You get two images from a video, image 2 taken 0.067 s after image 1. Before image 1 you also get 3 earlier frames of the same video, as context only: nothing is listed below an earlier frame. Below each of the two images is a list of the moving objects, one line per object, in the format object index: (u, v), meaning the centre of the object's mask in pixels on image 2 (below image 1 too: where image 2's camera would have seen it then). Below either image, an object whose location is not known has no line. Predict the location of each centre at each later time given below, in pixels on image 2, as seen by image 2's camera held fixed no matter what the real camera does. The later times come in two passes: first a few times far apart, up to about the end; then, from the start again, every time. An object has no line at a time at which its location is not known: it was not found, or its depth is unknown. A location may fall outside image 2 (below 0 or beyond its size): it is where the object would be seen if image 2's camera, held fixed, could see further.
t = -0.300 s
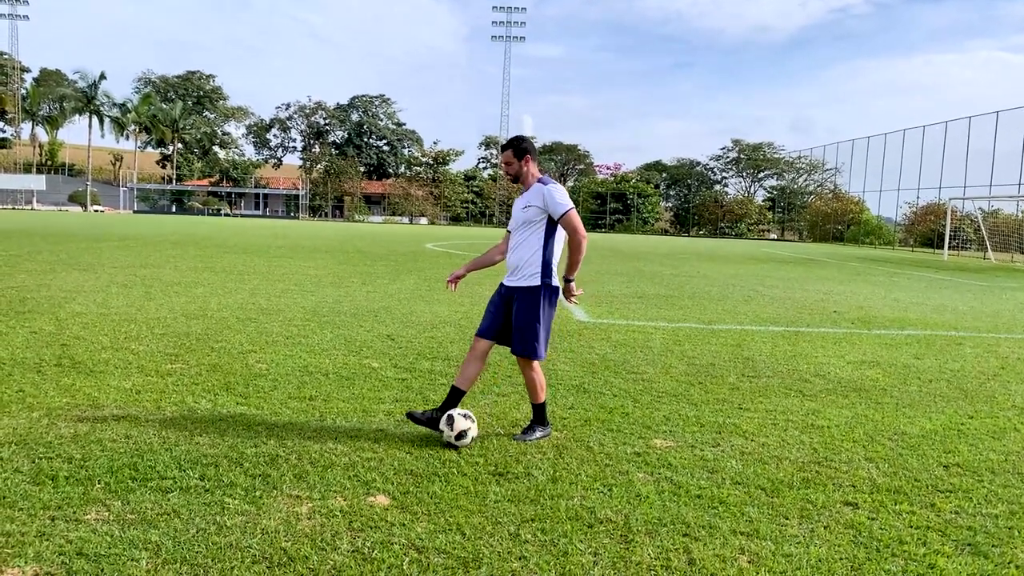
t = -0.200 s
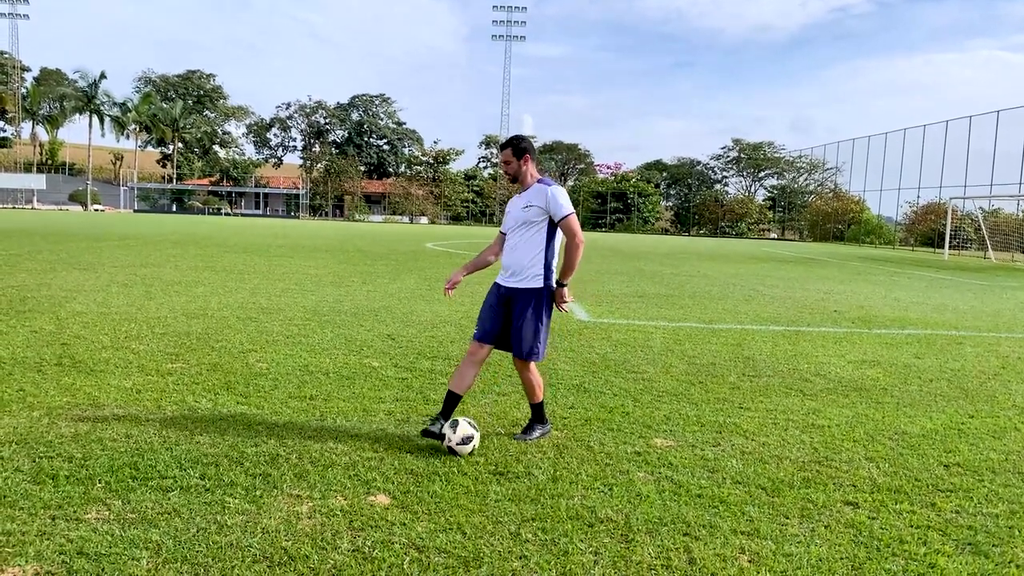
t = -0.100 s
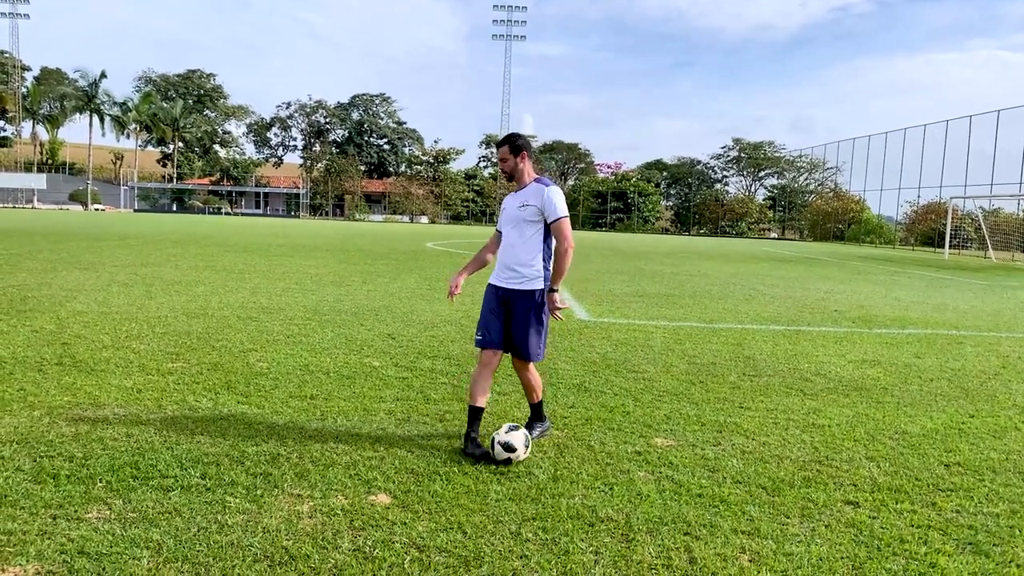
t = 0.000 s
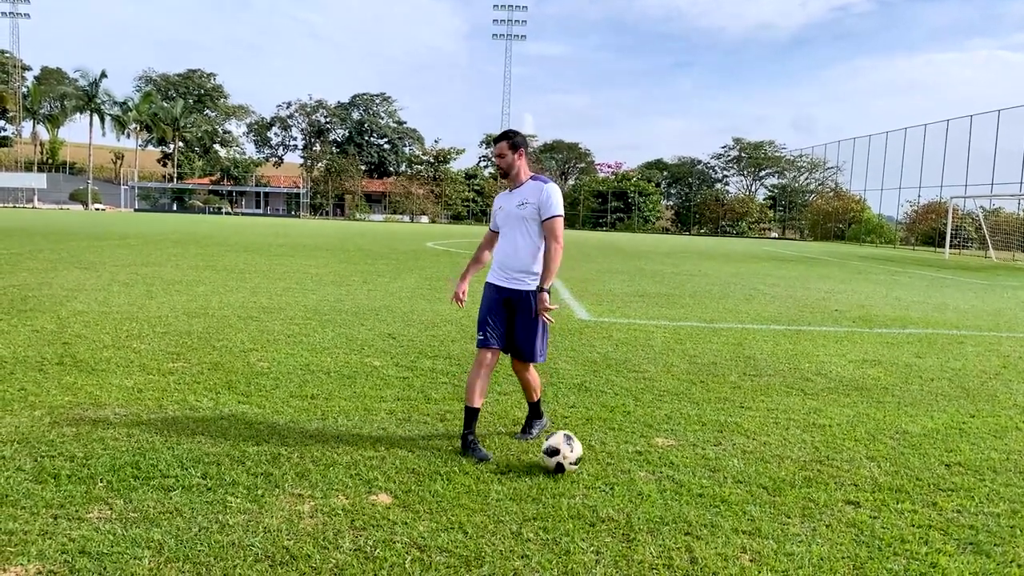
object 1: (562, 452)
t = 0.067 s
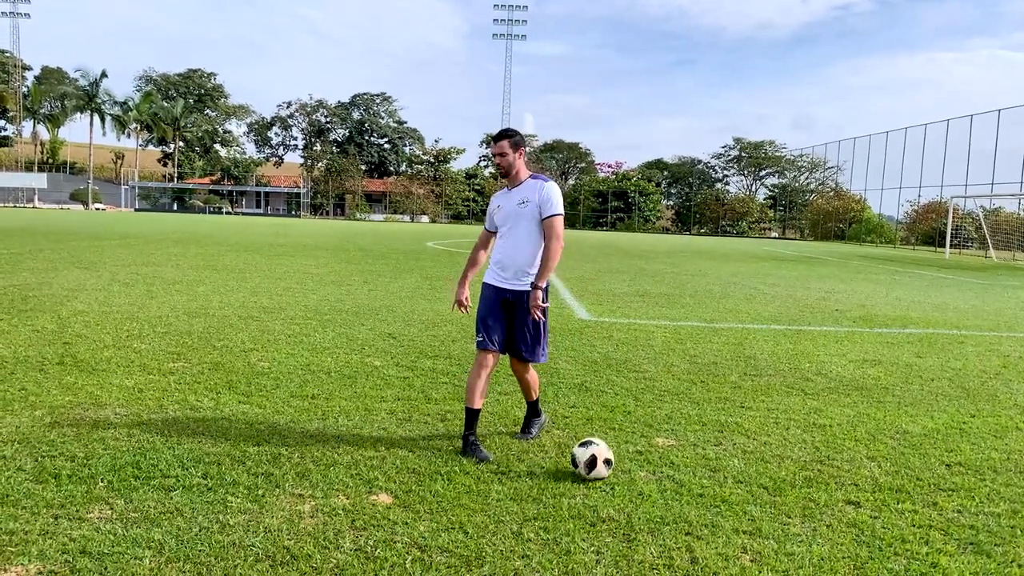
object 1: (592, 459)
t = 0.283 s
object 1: (666, 476)
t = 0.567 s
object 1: (766, 495)
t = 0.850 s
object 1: (864, 517)
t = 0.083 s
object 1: (598, 460)
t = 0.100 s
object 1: (605, 462)
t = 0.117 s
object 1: (610, 463)
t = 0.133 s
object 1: (616, 464)
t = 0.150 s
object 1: (622, 463)
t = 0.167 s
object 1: (627, 464)
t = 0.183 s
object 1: (632, 466)
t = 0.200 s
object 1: (638, 468)
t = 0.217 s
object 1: (643, 469)
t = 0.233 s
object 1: (649, 471)
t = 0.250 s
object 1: (655, 472)
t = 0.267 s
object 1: (661, 473)
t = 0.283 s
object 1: (666, 476)
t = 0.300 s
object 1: (672, 477)
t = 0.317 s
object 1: (678, 478)
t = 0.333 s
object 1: (683, 479)
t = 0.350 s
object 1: (689, 480)
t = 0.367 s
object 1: (695, 481)
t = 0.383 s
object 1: (701, 481)
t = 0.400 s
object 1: (707, 484)
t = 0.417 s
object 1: (713, 486)
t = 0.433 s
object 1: (719, 488)
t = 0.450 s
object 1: (725, 488)
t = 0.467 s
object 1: (731, 489)
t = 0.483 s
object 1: (737, 490)
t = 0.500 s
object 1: (742, 491)
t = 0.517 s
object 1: (749, 493)
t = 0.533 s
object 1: (755, 494)
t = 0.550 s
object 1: (760, 494)
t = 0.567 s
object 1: (766, 495)
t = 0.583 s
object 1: (771, 496)
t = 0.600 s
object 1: (776, 498)
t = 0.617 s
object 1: (782, 499)
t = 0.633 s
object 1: (788, 500)
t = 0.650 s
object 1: (795, 502)
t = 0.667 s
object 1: (800, 503)
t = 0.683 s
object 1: (806, 505)
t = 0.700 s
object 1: (812, 507)
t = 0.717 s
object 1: (818, 508)
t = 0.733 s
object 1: (823, 509)
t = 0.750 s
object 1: (829, 508)
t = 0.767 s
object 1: (835, 510)
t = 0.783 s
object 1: (841, 511)
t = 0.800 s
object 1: (847, 513)
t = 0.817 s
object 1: (853, 515)
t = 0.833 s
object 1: (859, 516)
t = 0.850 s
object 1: (864, 517)
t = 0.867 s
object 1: (871, 518)
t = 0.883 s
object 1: (877, 520)
